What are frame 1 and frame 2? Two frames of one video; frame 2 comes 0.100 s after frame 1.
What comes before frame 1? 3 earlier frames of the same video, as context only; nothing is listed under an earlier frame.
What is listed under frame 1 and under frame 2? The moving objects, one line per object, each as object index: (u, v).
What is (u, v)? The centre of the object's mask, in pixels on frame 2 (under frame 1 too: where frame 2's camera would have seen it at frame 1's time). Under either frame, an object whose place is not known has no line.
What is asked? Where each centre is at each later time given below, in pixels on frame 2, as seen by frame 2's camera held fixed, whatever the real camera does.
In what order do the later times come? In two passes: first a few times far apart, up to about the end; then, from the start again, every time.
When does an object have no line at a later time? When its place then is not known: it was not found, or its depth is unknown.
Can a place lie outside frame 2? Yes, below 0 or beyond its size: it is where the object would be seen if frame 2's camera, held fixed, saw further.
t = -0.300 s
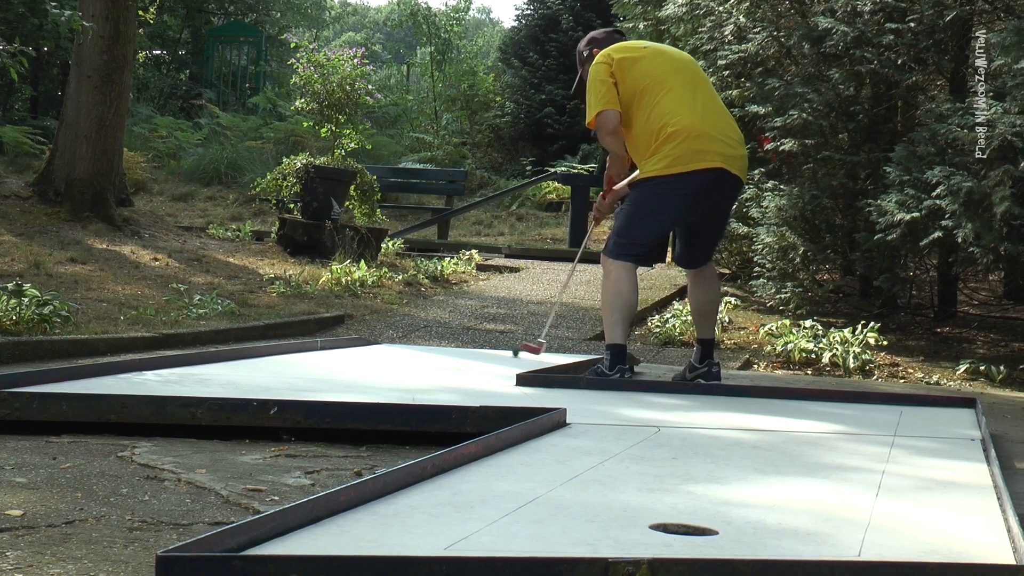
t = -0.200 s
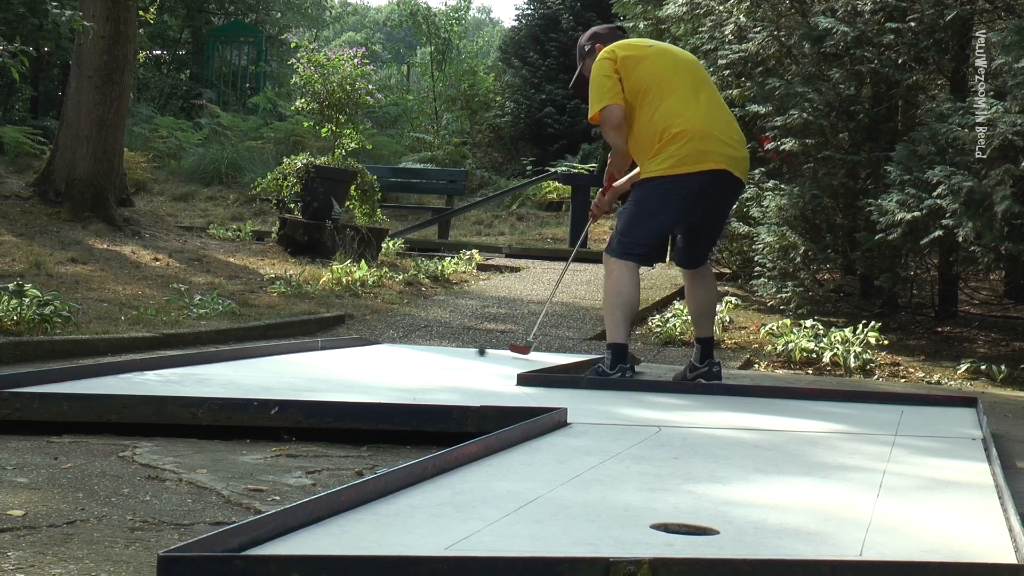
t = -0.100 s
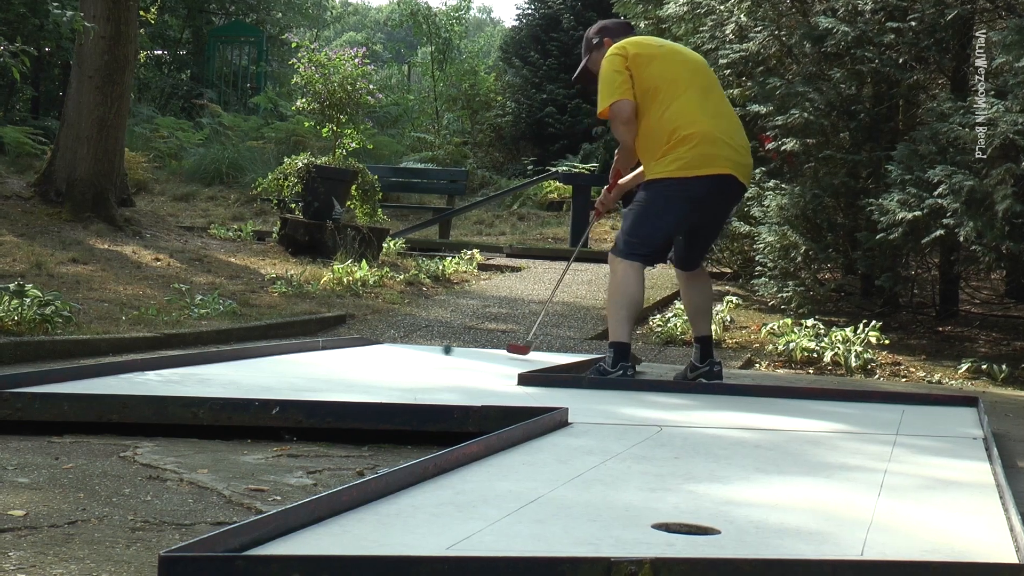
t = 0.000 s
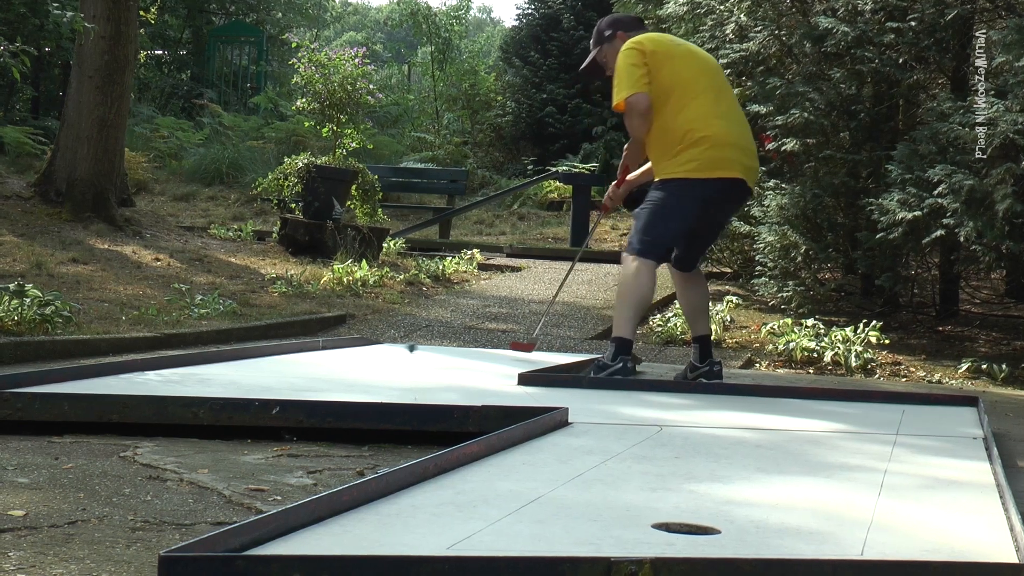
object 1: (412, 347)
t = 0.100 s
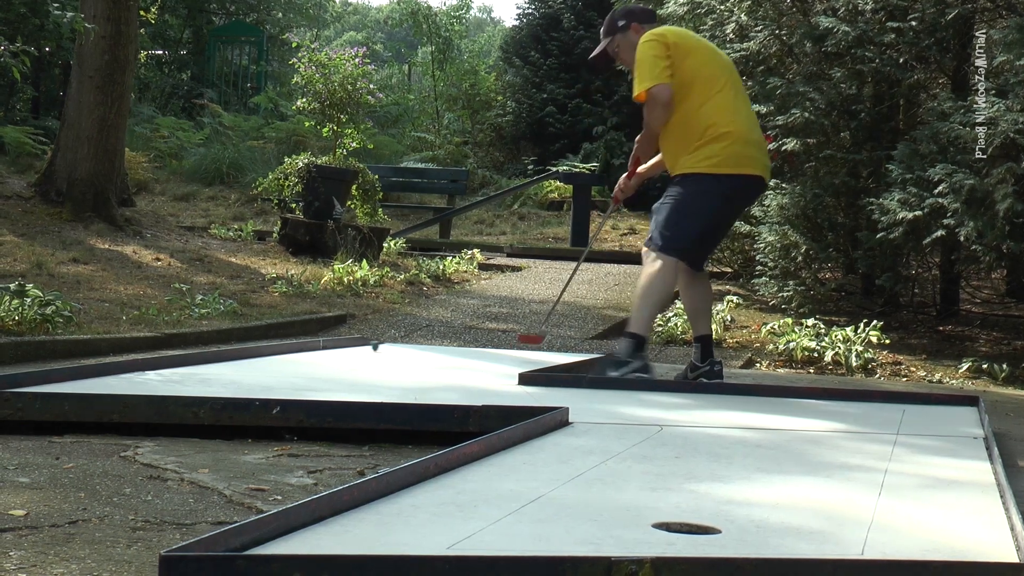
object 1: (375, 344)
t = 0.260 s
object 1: (325, 343)
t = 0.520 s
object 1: (363, 351)
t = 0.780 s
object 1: (396, 358)
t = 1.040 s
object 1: (431, 365)
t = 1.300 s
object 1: (467, 372)
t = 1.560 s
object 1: (504, 380)
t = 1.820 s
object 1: (543, 390)
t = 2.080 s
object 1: (585, 399)
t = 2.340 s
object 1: (631, 410)
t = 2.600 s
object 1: (680, 422)
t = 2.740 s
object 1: (709, 429)
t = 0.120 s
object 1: (367, 344)
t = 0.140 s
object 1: (360, 344)
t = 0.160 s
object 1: (352, 343)
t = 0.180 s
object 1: (344, 344)
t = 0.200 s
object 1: (336, 343)
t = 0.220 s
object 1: (329, 344)
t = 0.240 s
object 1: (325, 344)
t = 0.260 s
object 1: (325, 343)
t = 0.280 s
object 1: (329, 343)
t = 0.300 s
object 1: (335, 342)
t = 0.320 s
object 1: (339, 344)
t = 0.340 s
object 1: (341, 346)
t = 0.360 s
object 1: (343, 345)
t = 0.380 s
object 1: (345, 345)
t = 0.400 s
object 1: (347, 346)
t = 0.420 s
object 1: (349, 347)
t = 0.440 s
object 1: (352, 348)
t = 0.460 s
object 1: (354, 347)
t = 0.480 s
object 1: (357, 347)
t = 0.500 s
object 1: (359, 349)
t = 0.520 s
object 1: (363, 351)
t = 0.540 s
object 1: (365, 350)
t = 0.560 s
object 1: (367, 350)
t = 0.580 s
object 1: (370, 351)
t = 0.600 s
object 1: (372, 353)
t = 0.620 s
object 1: (375, 352)
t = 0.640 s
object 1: (378, 353)
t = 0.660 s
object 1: (380, 354)
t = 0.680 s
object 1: (383, 355)
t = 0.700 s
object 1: (385, 355)
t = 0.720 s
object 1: (388, 356)
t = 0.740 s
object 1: (391, 357)
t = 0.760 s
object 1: (393, 357)
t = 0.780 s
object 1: (396, 358)
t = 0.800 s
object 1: (398, 359)
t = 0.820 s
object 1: (401, 359)
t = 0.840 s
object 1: (404, 360)
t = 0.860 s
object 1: (406, 360)
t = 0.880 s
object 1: (409, 361)
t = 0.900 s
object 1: (412, 362)
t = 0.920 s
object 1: (415, 361)
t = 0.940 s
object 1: (417, 362)
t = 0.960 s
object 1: (420, 363)
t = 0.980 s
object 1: (423, 363)
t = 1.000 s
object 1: (426, 364)
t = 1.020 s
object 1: (428, 365)
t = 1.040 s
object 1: (431, 365)
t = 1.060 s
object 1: (434, 366)
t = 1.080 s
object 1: (437, 366)
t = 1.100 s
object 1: (439, 366)
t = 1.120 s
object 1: (442, 368)
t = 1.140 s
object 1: (445, 368)
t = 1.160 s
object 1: (447, 368)
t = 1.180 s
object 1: (450, 369)
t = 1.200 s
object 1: (453, 369)
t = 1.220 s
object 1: (456, 370)
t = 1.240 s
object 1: (458, 371)
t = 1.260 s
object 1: (461, 371)
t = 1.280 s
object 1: (464, 372)
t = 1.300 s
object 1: (467, 372)
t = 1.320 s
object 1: (470, 373)
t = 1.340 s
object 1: (473, 374)
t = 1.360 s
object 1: (475, 374)
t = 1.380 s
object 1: (478, 375)
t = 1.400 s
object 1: (481, 375)
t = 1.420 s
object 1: (484, 376)
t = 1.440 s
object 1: (486, 377)
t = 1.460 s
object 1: (489, 377)
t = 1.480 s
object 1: (492, 378)
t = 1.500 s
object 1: (495, 378)
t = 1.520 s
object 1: (498, 379)
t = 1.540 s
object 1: (501, 380)
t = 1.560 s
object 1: (504, 380)
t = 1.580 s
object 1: (506, 381)
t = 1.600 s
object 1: (509, 382)
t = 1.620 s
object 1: (512, 383)
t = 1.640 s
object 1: (515, 384)
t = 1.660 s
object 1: (518, 385)
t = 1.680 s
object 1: (521, 385)
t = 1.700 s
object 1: (524, 386)
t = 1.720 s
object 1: (527, 386)
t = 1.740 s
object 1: (530, 387)
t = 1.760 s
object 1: (534, 387)
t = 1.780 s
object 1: (537, 388)
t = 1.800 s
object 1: (540, 389)
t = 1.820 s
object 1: (543, 390)
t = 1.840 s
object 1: (546, 390)
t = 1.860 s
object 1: (549, 391)
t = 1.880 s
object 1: (552, 392)
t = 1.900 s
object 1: (556, 392)
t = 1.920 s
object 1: (559, 393)
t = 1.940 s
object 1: (562, 394)
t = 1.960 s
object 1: (565, 395)
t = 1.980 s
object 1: (569, 396)
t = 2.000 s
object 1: (572, 397)
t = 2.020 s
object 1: (576, 397)
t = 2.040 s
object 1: (579, 398)
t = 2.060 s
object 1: (582, 399)
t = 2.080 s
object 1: (585, 399)
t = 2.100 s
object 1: (589, 400)
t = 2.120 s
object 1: (592, 401)
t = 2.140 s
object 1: (596, 402)
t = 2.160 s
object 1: (599, 403)
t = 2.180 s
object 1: (603, 403)
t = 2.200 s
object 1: (606, 404)
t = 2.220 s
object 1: (610, 405)
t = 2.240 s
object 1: (613, 406)
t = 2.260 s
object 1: (617, 407)
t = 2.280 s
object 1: (621, 407)
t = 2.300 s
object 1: (624, 408)
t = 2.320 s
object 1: (628, 409)
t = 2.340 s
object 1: (631, 410)
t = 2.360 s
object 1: (635, 410)
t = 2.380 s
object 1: (639, 411)
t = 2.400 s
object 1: (643, 412)
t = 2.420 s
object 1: (646, 413)
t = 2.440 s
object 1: (650, 414)
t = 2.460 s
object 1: (654, 414)
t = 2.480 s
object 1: (657, 415)
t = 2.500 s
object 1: (661, 416)
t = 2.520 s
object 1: (665, 418)
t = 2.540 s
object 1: (669, 418)
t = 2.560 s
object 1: (672, 420)
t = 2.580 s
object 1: (677, 420)
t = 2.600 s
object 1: (680, 422)
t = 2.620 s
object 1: (684, 422)
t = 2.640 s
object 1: (688, 424)
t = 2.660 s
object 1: (692, 425)
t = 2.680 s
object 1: (696, 426)
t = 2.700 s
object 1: (700, 427)
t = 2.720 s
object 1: (705, 428)
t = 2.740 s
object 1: (709, 429)
